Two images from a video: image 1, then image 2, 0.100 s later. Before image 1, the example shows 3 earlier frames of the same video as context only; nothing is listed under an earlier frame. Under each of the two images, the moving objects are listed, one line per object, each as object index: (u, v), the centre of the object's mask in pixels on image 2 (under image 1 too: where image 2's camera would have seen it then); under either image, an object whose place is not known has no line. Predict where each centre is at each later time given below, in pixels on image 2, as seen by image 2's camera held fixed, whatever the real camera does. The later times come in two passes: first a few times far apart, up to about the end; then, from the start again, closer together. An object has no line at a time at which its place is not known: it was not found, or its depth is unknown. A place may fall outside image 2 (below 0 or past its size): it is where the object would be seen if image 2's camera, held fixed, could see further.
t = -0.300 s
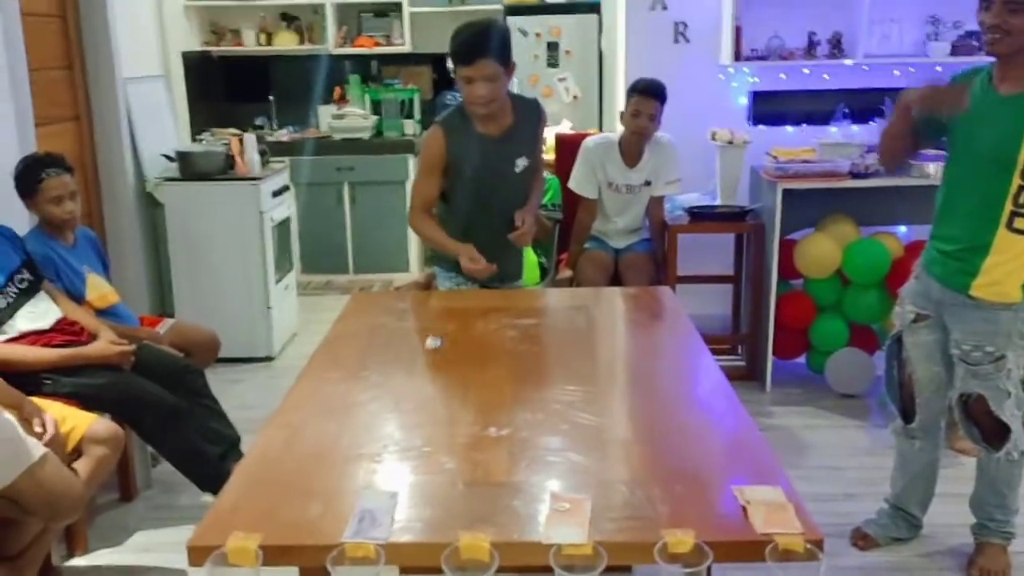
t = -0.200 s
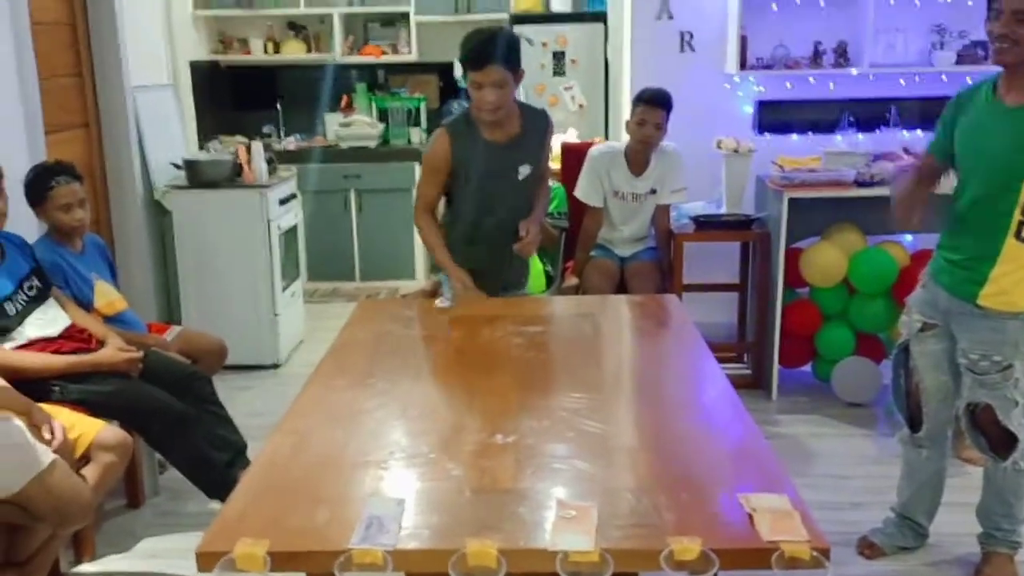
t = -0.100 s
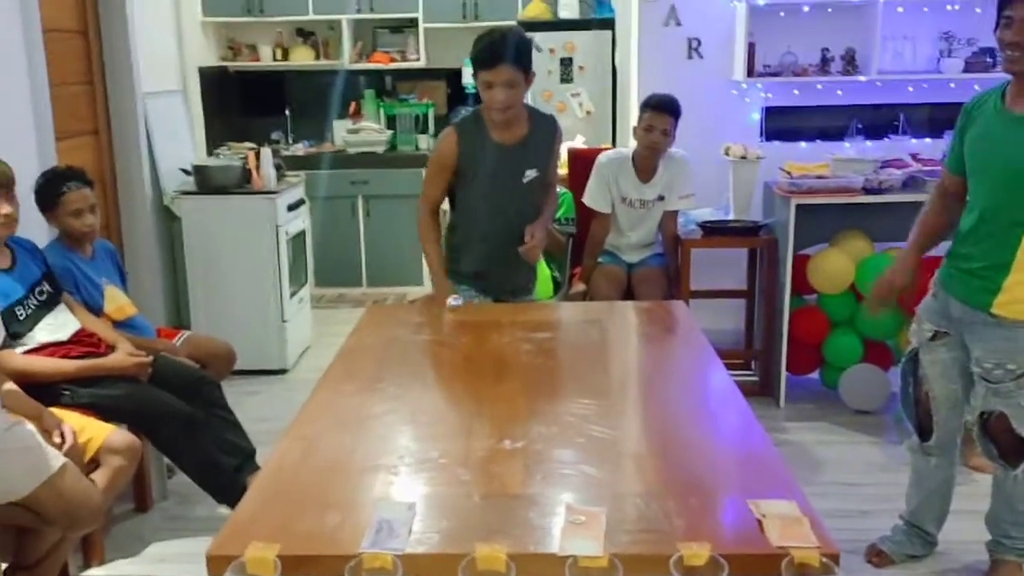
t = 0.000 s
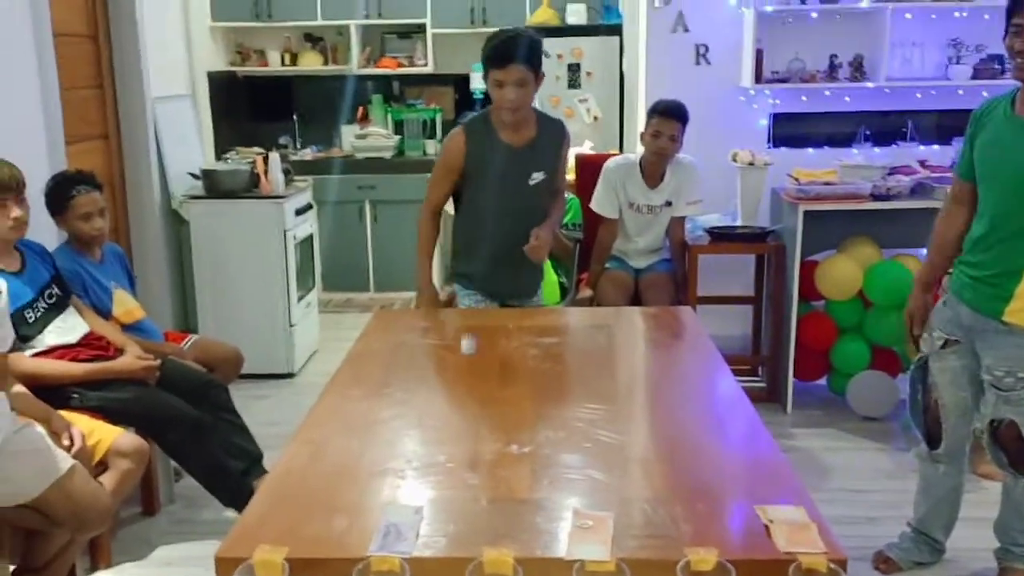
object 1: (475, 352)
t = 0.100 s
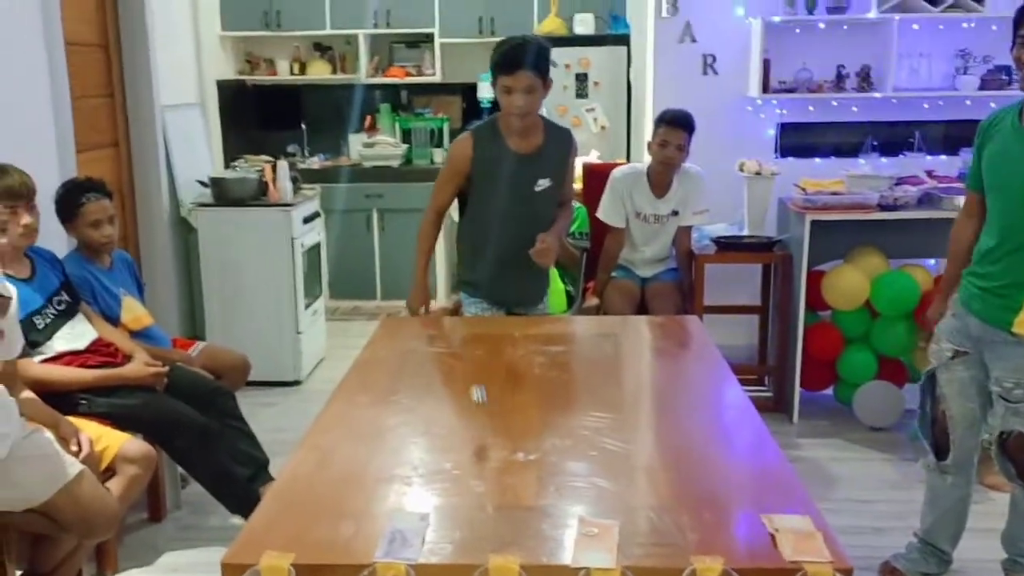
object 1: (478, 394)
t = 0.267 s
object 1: (476, 356)
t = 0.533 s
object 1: (472, 400)
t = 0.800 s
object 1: (463, 469)
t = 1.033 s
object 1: (451, 488)
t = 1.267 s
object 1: (441, 496)
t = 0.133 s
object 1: (478, 377)
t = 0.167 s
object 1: (478, 363)
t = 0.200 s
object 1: (477, 356)
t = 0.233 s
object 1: (476, 353)
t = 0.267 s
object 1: (476, 356)
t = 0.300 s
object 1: (475, 364)
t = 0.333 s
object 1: (475, 378)
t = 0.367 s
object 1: (475, 398)
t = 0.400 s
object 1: (475, 425)
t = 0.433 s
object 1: (476, 446)
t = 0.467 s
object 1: (474, 426)
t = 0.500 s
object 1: (471, 409)
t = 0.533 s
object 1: (472, 400)
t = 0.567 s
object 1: (470, 395)
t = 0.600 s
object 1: (470, 397)
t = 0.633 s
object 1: (469, 403)
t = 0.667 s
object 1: (467, 417)
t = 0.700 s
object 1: (468, 439)
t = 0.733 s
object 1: (468, 466)
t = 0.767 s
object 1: (465, 488)
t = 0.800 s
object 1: (463, 469)
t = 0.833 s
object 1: (461, 452)
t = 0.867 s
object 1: (459, 442)
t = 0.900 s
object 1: (457, 439)
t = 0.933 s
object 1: (455, 442)
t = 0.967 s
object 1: (454, 453)
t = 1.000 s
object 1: (452, 470)
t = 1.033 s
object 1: (451, 488)
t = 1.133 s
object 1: (445, 502)
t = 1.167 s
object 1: (445, 491)
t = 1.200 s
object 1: (443, 485)
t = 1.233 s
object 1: (442, 486)
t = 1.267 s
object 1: (441, 496)
